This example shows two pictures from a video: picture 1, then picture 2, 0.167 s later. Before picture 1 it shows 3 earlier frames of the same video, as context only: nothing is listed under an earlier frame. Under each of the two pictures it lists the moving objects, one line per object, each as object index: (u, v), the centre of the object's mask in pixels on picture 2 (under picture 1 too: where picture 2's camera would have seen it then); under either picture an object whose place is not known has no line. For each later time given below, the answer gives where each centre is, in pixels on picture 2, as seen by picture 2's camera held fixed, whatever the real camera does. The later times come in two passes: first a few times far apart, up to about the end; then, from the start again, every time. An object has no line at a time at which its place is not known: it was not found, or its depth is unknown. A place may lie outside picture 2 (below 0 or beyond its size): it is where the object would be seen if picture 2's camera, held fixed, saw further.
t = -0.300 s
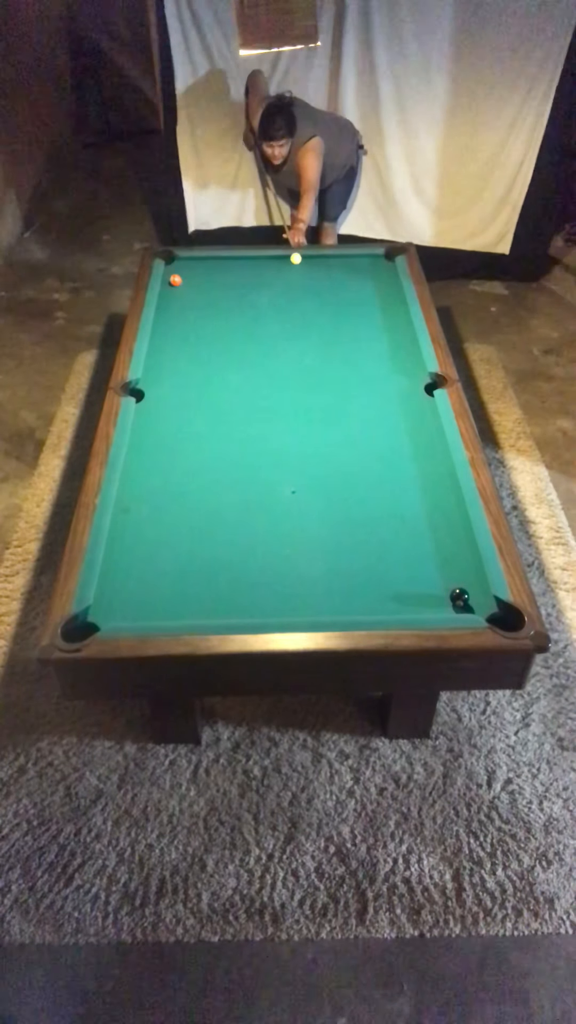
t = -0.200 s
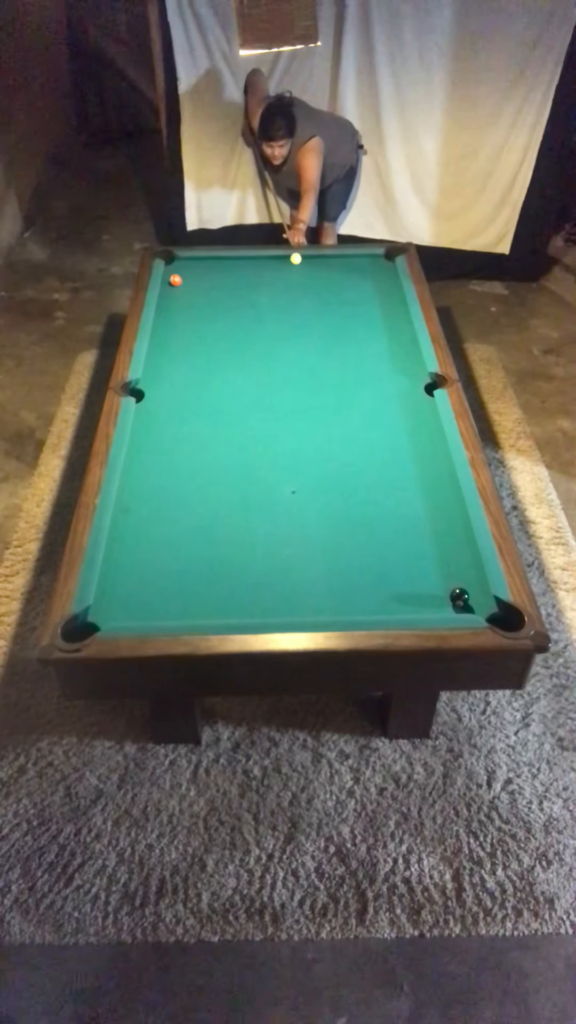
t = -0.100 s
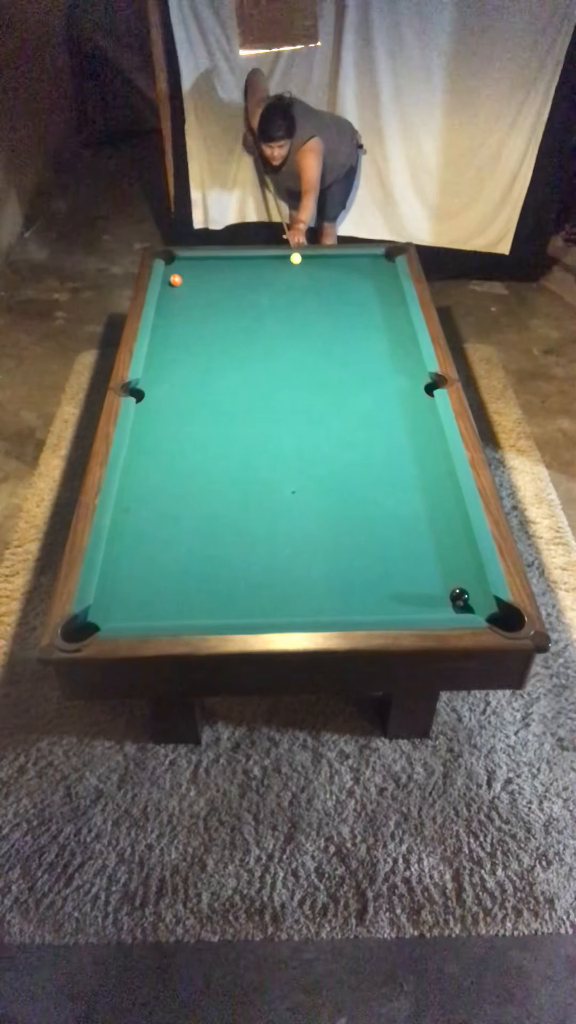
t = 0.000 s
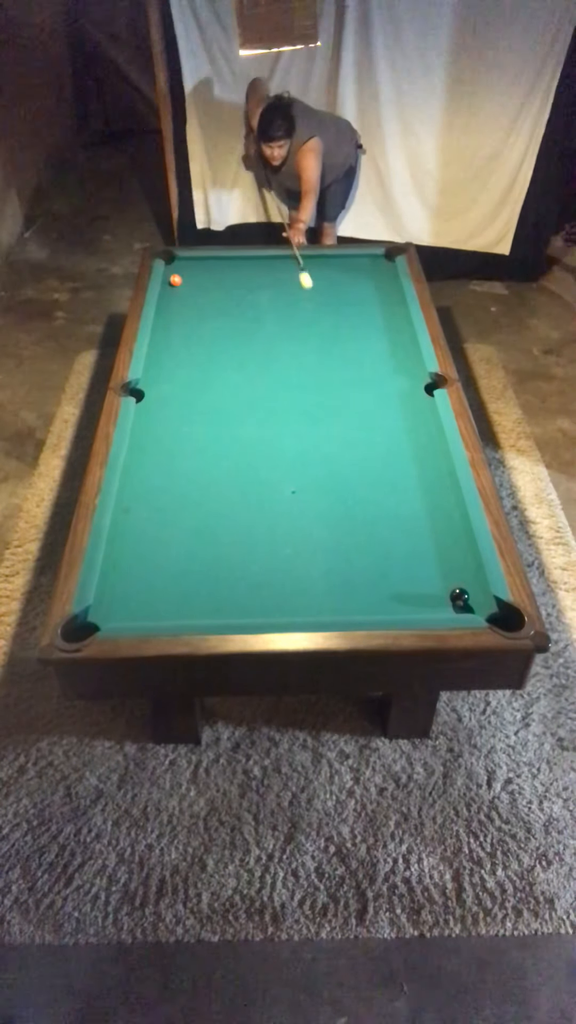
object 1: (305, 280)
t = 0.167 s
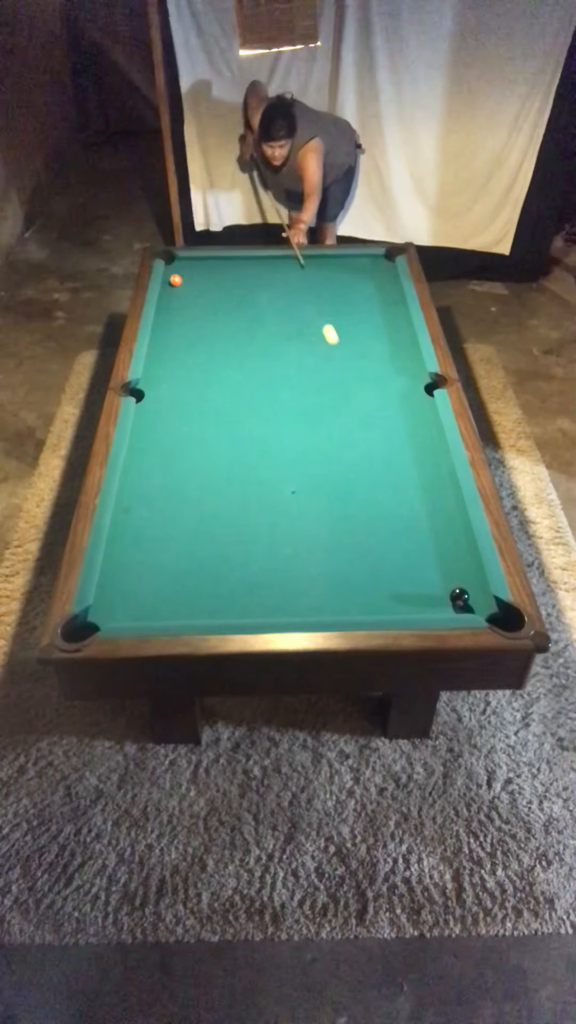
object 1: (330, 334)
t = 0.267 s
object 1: (348, 373)
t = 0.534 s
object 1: (410, 507)
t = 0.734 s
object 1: (422, 603)
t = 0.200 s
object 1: (336, 347)
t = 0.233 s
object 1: (341, 359)
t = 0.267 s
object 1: (348, 373)
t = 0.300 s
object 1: (354, 387)
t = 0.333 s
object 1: (361, 402)
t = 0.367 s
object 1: (368, 417)
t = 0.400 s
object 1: (375, 434)
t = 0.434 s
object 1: (384, 450)
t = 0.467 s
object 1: (392, 468)
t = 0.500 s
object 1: (400, 487)
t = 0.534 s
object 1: (410, 507)
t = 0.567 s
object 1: (420, 529)
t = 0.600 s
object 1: (430, 551)
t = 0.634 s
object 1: (441, 574)
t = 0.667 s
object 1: (440, 588)
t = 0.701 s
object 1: (431, 595)
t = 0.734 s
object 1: (422, 603)
